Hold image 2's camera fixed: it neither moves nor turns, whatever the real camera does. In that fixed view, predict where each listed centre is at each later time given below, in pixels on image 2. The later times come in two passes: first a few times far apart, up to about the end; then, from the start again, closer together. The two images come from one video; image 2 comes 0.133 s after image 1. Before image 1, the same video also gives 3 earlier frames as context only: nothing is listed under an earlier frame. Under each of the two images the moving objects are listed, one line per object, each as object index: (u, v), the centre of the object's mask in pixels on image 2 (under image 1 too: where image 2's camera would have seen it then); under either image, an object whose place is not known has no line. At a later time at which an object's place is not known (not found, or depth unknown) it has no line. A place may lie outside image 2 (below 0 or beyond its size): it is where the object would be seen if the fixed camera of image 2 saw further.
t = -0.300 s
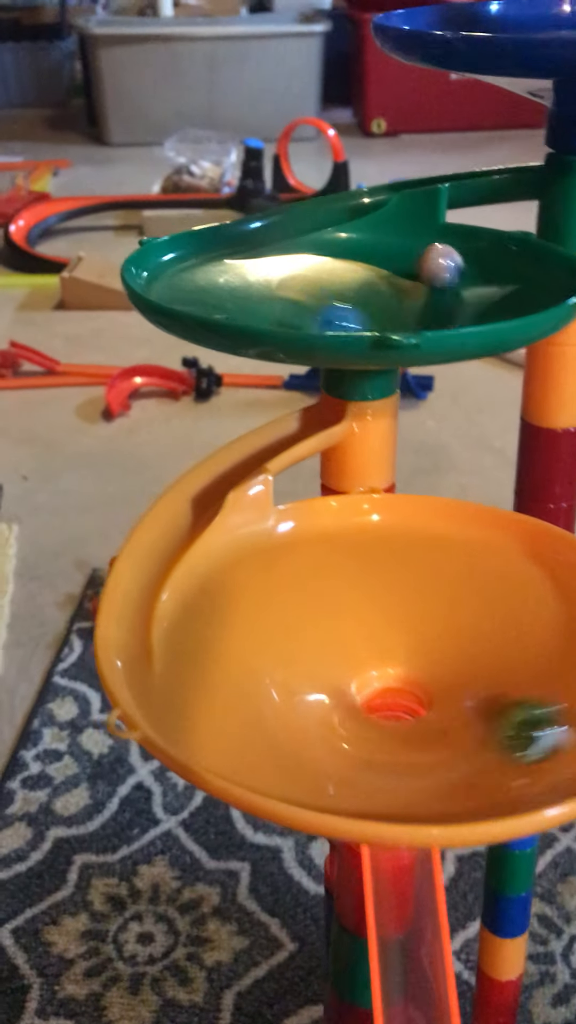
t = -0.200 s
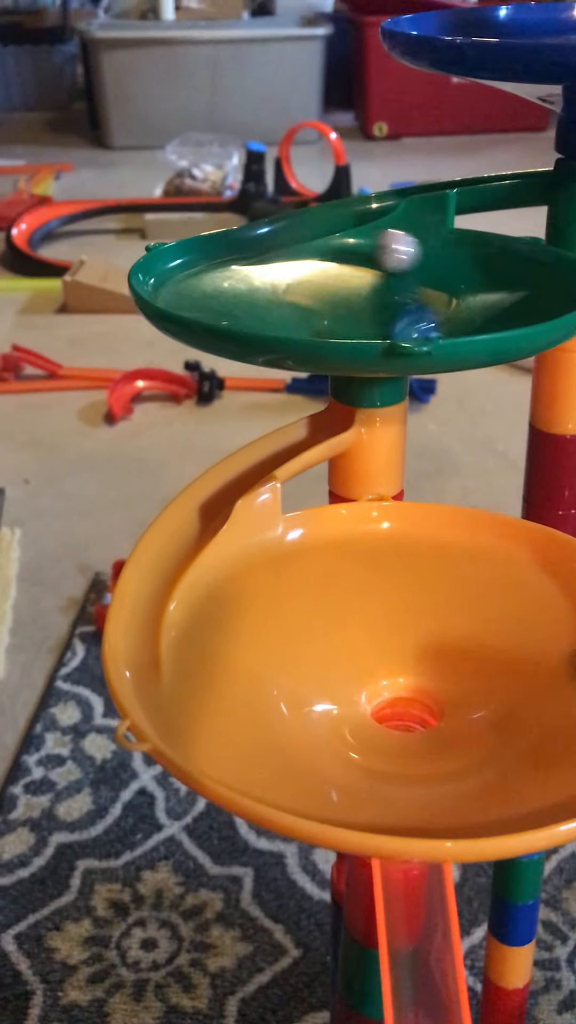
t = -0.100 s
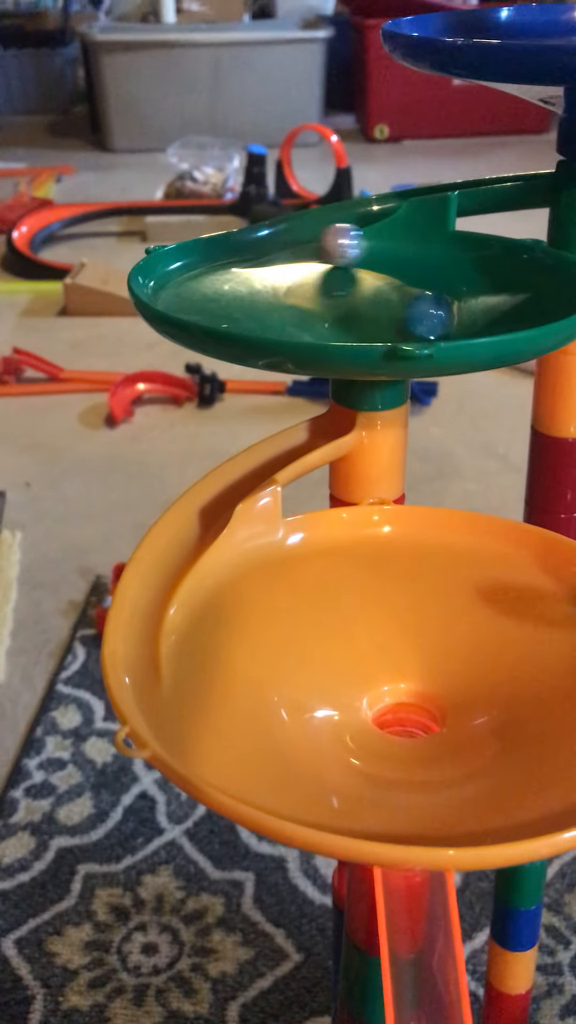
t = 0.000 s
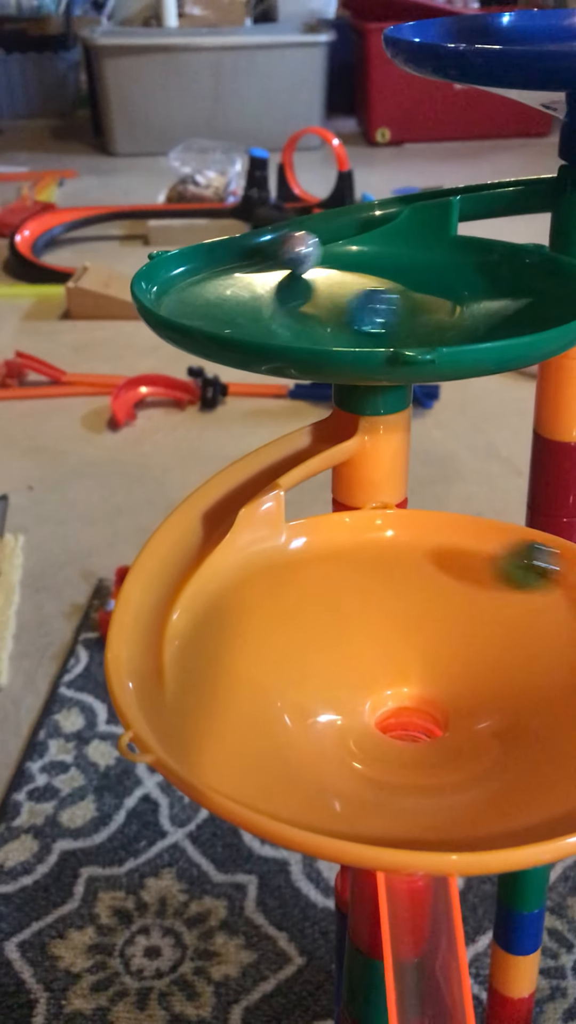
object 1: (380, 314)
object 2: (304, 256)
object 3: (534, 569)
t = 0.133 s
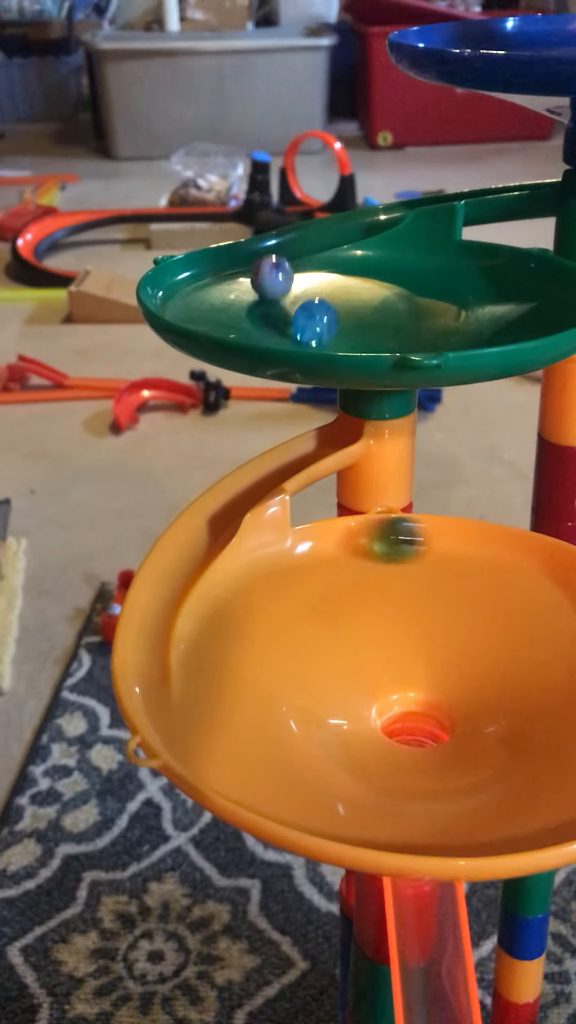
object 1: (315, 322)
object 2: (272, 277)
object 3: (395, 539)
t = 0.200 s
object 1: (324, 333)
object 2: (280, 302)
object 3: (334, 545)
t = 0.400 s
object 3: (232, 631)
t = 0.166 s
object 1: (315, 328)
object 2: (273, 287)
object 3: (363, 538)
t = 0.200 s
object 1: (324, 333)
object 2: (280, 302)
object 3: (334, 545)
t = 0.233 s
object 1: (342, 338)
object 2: (291, 314)
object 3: (307, 554)
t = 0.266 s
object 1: (367, 341)
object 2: (313, 327)
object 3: (283, 565)
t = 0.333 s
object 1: (425, 336)
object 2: (383, 341)
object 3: (248, 593)
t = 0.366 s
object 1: (435, 316)
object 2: (423, 338)
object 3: (238, 611)
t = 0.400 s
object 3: (232, 631)
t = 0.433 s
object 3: (235, 652)
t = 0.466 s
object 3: (245, 673)
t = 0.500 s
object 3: (263, 696)
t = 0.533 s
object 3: (292, 716)
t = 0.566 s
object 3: (329, 735)
